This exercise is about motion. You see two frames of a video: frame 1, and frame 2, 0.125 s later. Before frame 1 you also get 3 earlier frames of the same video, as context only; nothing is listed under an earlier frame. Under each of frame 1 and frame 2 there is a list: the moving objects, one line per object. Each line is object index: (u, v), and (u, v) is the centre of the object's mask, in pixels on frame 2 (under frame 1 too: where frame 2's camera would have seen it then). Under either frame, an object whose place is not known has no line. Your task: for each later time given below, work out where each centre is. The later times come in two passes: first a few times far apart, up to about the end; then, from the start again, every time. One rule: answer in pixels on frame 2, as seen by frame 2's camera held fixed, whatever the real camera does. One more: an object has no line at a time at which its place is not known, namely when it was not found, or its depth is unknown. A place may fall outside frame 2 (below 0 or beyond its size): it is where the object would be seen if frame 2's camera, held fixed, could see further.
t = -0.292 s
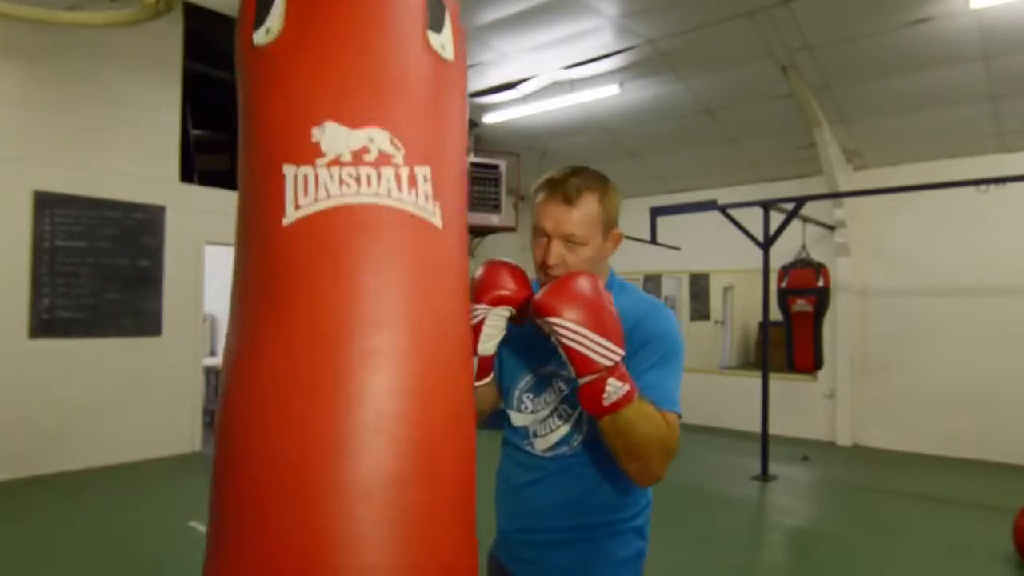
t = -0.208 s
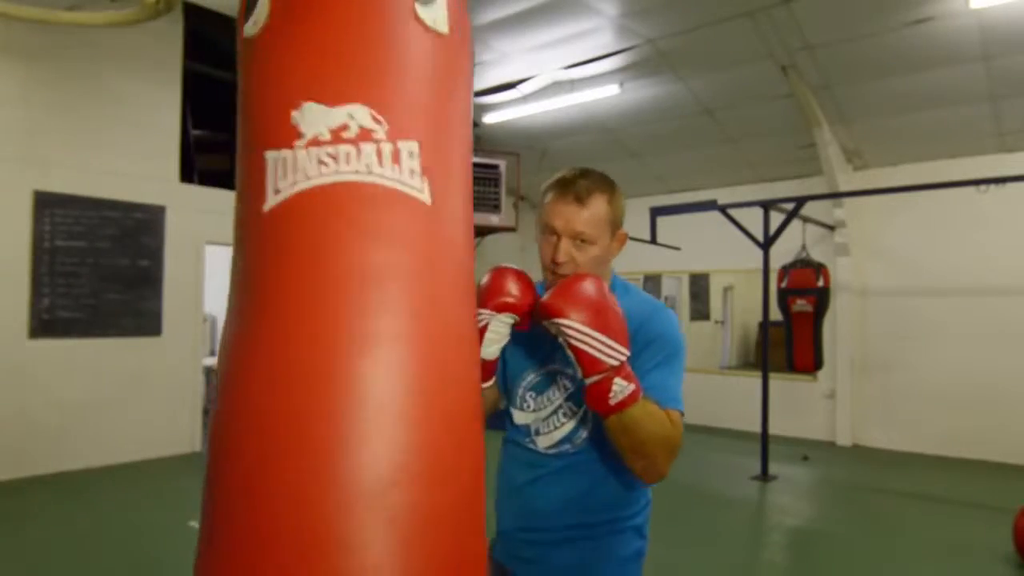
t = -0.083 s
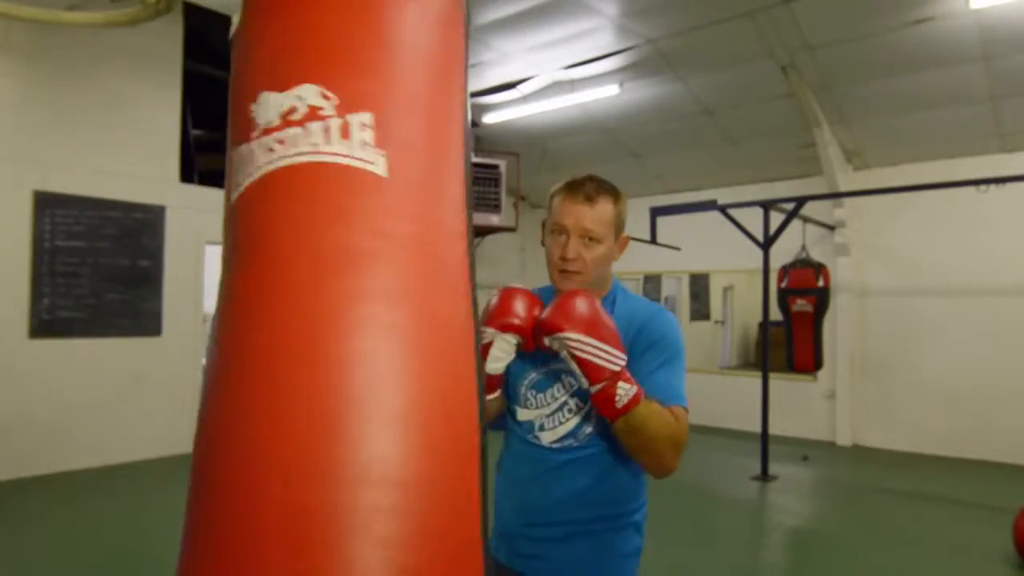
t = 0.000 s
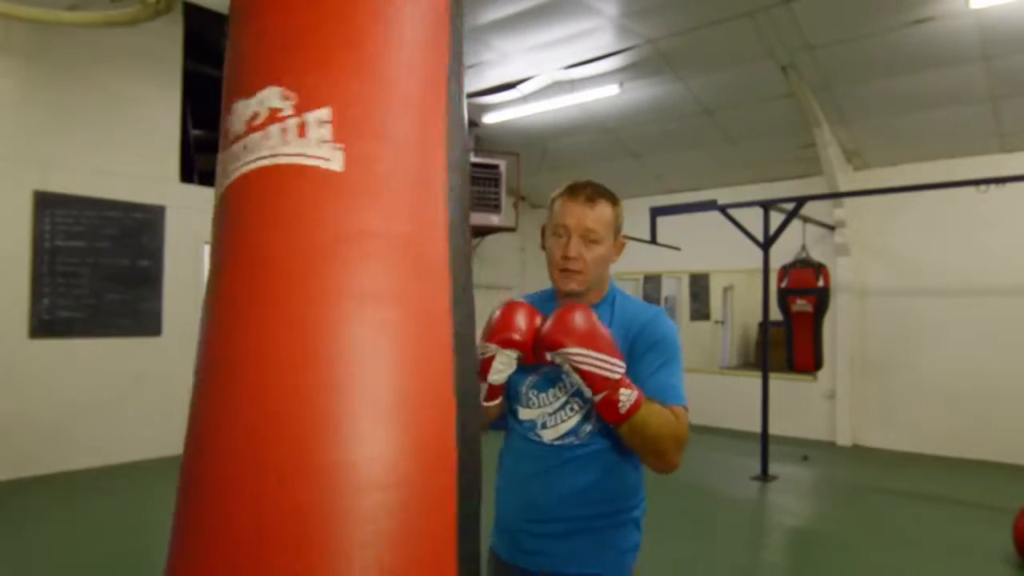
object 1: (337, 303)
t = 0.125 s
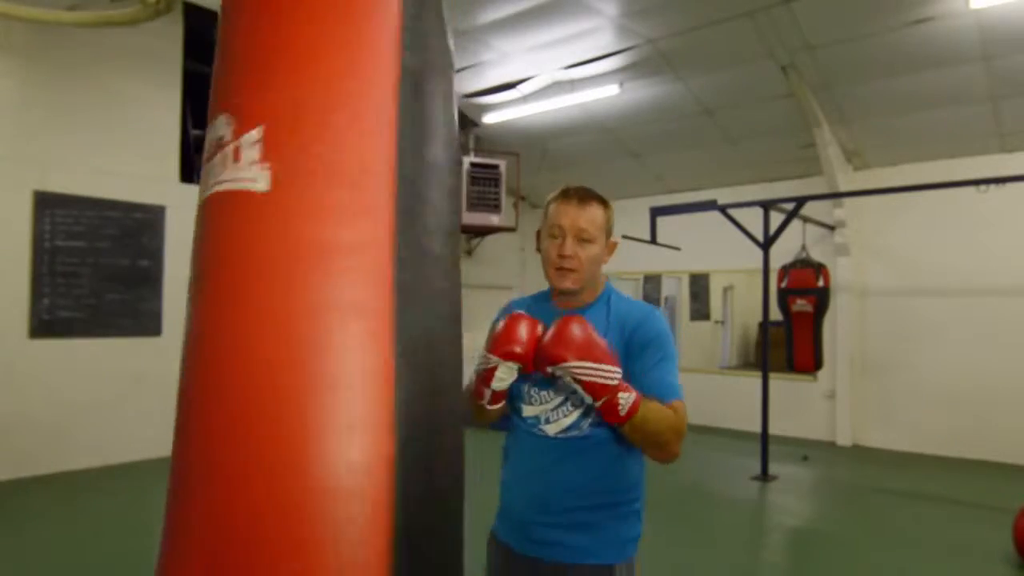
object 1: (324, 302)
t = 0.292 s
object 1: (307, 296)
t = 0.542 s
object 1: (294, 284)
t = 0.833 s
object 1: (300, 260)
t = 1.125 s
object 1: (314, 257)
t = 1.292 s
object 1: (323, 275)
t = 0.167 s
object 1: (318, 299)
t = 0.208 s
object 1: (315, 299)
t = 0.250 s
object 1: (309, 297)
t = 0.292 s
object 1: (307, 296)
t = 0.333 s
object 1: (303, 294)
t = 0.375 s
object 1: (302, 294)
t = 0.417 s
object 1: (299, 292)
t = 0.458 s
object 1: (298, 291)
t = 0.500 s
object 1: (296, 289)
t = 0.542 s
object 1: (294, 284)
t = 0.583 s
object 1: (293, 280)
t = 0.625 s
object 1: (294, 278)
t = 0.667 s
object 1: (294, 275)
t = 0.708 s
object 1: (295, 273)
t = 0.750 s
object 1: (296, 269)
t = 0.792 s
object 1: (298, 263)
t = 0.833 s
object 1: (300, 260)
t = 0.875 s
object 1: (302, 255)
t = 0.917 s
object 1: (304, 253)
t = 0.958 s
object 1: (306, 252)
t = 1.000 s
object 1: (308, 252)
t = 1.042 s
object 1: (310, 252)
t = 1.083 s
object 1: (313, 255)
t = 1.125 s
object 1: (314, 257)
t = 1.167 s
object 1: (317, 261)
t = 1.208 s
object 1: (319, 265)
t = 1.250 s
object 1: (321, 271)
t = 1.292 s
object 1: (323, 275)
